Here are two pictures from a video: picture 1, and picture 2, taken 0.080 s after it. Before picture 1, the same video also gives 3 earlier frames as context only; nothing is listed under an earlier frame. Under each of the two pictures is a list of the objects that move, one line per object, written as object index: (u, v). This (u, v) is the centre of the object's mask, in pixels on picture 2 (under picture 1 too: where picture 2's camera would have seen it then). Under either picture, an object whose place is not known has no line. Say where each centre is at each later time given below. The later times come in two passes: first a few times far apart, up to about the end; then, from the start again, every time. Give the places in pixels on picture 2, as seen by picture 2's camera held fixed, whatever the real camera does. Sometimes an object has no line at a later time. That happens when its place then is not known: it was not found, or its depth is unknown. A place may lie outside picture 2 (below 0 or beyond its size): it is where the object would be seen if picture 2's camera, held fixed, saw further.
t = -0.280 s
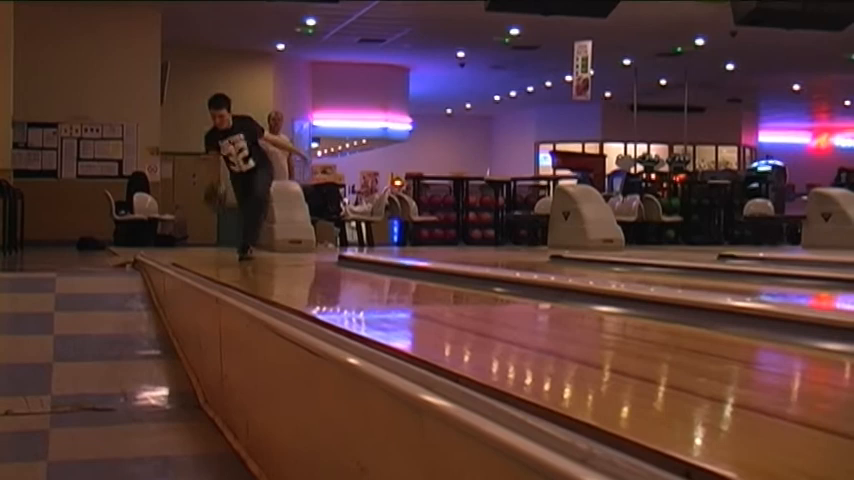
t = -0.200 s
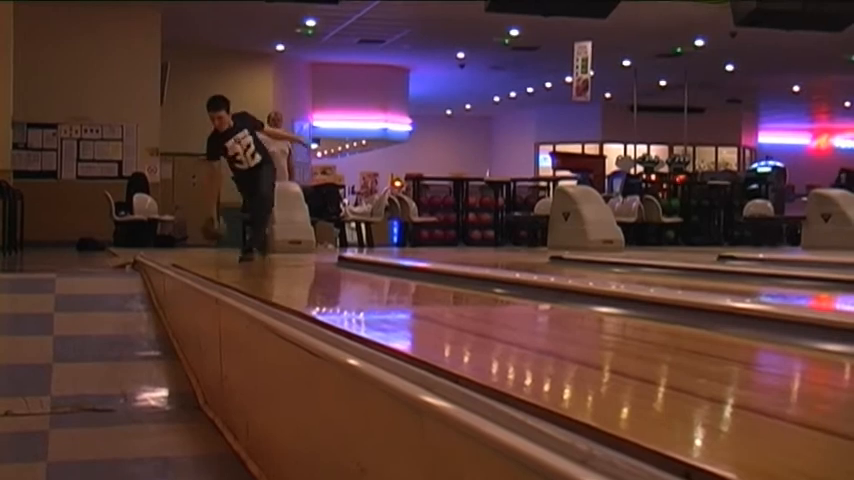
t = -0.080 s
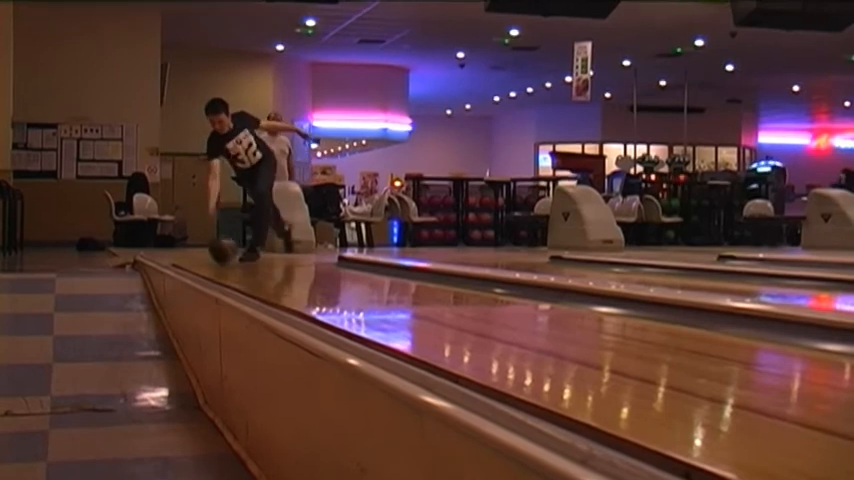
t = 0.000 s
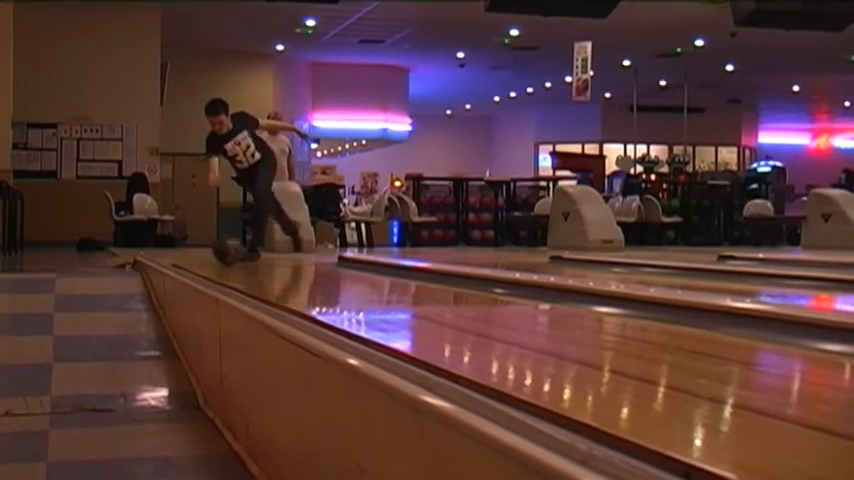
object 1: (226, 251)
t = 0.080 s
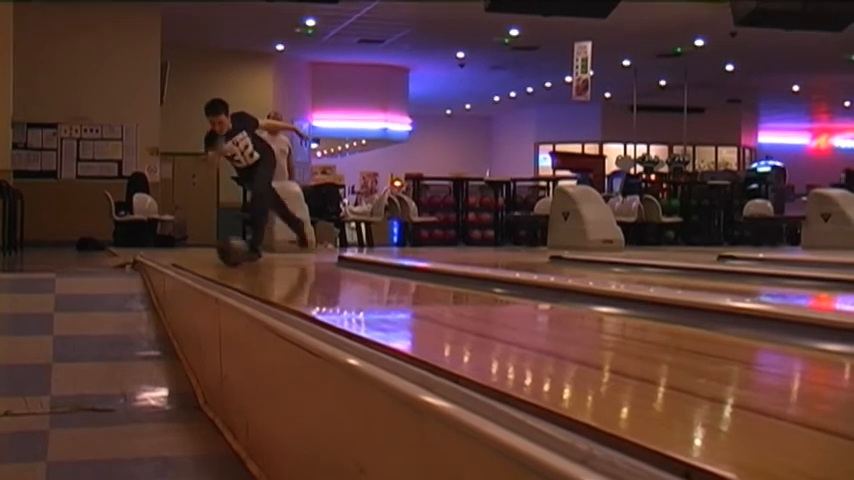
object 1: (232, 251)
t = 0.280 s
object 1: (247, 254)
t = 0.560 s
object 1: (272, 260)
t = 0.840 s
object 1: (307, 267)
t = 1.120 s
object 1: (357, 276)
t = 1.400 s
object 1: (437, 294)
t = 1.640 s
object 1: (550, 320)
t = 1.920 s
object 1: (810, 376)
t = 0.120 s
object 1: (235, 251)
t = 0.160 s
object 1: (238, 252)
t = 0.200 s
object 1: (241, 253)
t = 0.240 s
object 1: (244, 253)
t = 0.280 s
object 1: (247, 254)
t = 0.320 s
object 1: (250, 255)
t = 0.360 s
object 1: (254, 256)
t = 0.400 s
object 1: (256, 256)
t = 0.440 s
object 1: (259, 257)
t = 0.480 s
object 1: (262, 258)
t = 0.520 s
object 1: (268, 259)
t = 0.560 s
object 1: (272, 260)
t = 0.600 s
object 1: (276, 261)
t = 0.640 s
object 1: (280, 261)
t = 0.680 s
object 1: (285, 262)
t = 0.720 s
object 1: (291, 263)
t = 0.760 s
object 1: (296, 264)
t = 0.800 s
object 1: (301, 265)
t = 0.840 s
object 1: (307, 267)
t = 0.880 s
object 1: (313, 268)
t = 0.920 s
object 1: (320, 269)
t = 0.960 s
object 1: (326, 270)
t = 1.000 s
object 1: (333, 272)
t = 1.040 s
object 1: (340, 273)
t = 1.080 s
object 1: (348, 275)
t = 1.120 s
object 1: (357, 276)
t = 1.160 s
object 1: (367, 278)
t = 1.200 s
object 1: (377, 280)
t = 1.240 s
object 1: (388, 283)
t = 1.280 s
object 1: (399, 286)
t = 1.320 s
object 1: (411, 288)
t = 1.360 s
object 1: (423, 291)
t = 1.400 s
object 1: (437, 294)
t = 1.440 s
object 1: (453, 297)
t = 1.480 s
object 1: (468, 301)
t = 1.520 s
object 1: (486, 306)
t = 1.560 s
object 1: (504, 312)
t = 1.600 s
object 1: (526, 317)
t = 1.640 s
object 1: (550, 320)
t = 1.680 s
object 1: (577, 325)
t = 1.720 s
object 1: (605, 330)
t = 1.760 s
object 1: (639, 338)
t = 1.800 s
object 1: (676, 344)
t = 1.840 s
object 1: (713, 352)
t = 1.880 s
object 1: (763, 362)
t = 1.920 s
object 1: (810, 376)
